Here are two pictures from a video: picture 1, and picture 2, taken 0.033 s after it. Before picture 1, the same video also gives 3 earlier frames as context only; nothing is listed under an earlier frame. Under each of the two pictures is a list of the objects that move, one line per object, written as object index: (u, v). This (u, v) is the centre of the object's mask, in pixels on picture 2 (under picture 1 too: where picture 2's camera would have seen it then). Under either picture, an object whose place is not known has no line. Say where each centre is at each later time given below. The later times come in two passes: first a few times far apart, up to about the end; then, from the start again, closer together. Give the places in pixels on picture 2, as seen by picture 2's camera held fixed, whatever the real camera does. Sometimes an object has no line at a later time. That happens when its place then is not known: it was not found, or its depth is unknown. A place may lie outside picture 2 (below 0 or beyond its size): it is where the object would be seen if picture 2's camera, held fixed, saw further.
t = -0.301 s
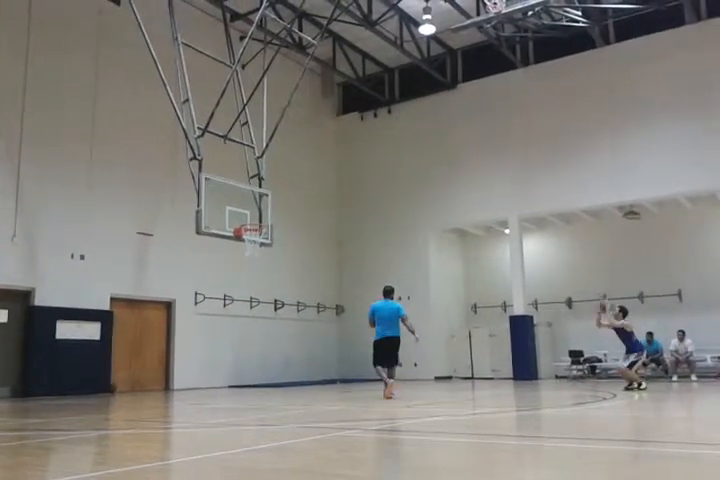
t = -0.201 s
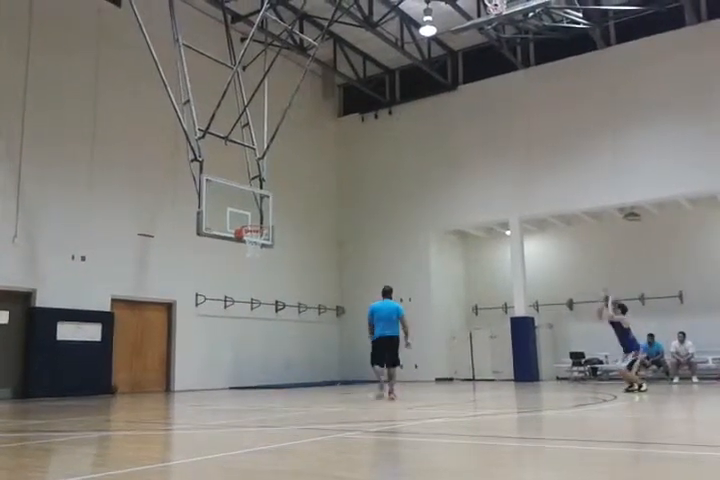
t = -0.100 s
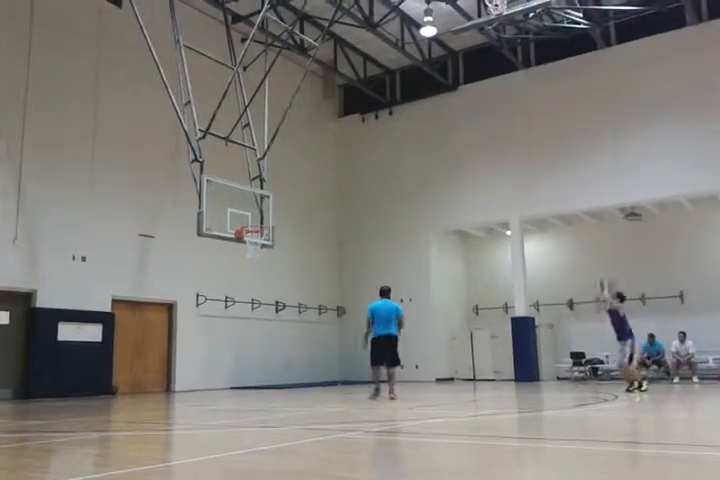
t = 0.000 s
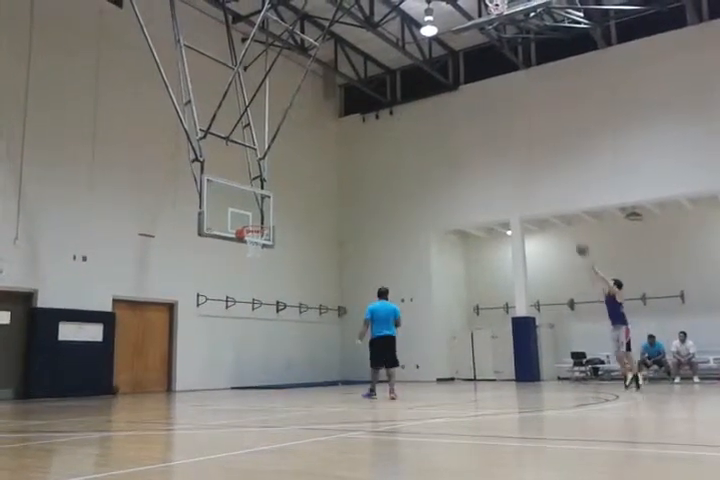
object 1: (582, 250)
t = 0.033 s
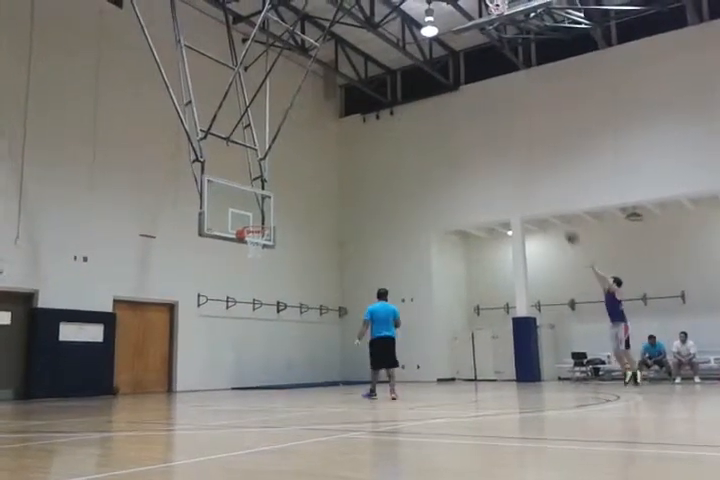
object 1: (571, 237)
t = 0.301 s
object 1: (491, 164)
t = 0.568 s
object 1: (421, 129)
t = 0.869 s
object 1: (348, 136)
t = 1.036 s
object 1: (308, 156)
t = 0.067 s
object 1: (561, 227)
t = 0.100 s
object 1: (551, 215)
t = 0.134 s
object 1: (539, 203)
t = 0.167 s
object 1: (530, 194)
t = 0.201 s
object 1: (520, 186)
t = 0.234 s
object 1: (511, 177)
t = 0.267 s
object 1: (502, 171)
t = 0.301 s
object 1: (491, 164)
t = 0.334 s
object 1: (481, 155)
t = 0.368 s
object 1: (472, 151)
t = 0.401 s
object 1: (464, 147)
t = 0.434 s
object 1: (456, 142)
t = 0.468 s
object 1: (446, 136)
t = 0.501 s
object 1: (438, 134)
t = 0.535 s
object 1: (429, 133)
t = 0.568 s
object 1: (421, 129)
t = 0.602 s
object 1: (412, 128)
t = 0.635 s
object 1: (406, 126)
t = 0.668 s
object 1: (396, 126)
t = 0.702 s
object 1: (389, 126)
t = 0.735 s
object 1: (380, 127)
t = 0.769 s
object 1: (373, 127)
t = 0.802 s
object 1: (364, 128)
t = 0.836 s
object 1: (355, 132)
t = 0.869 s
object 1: (348, 136)
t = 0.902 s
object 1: (340, 138)
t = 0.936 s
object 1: (332, 141)
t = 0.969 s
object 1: (316, 153)
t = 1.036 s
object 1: (308, 156)
